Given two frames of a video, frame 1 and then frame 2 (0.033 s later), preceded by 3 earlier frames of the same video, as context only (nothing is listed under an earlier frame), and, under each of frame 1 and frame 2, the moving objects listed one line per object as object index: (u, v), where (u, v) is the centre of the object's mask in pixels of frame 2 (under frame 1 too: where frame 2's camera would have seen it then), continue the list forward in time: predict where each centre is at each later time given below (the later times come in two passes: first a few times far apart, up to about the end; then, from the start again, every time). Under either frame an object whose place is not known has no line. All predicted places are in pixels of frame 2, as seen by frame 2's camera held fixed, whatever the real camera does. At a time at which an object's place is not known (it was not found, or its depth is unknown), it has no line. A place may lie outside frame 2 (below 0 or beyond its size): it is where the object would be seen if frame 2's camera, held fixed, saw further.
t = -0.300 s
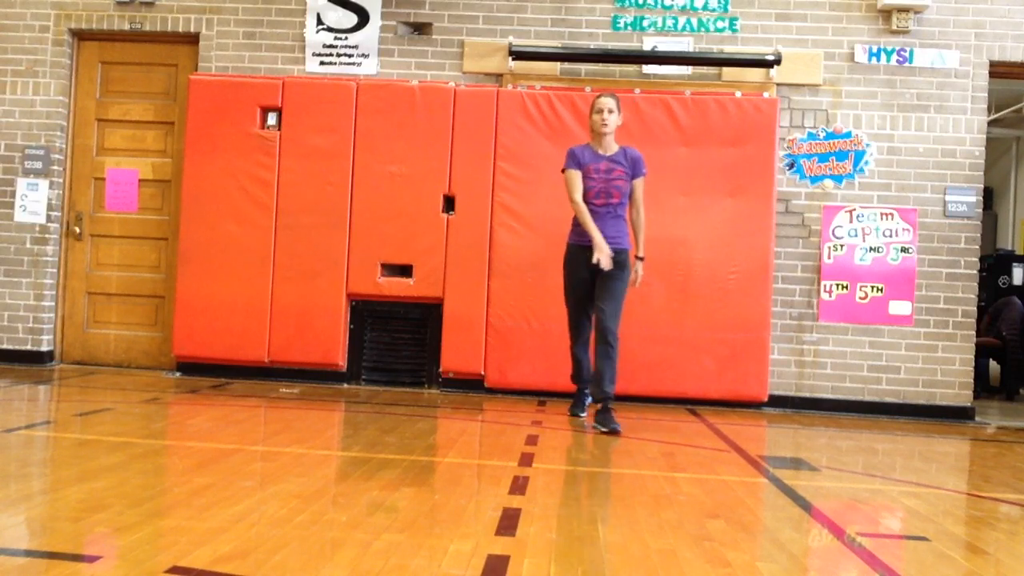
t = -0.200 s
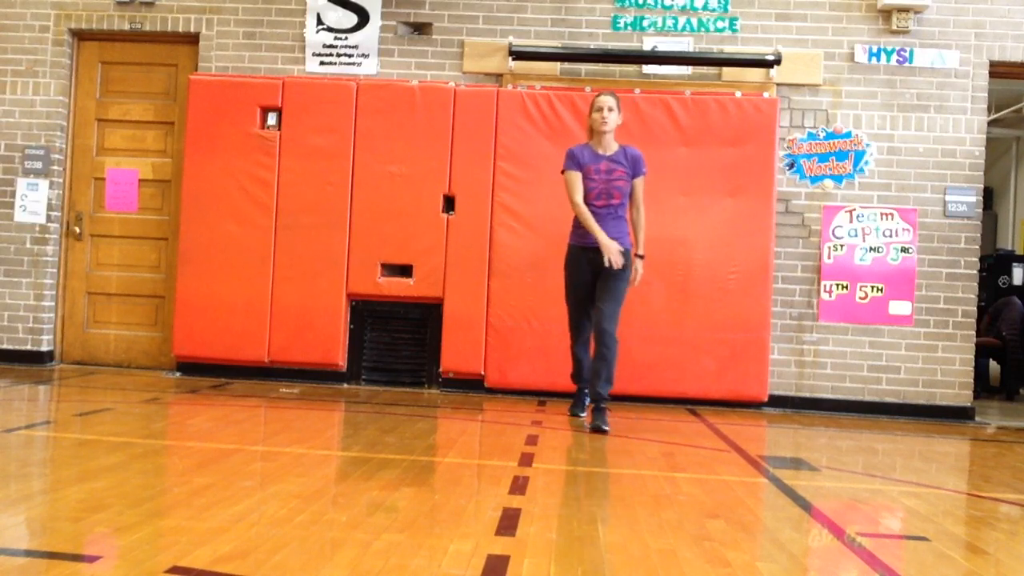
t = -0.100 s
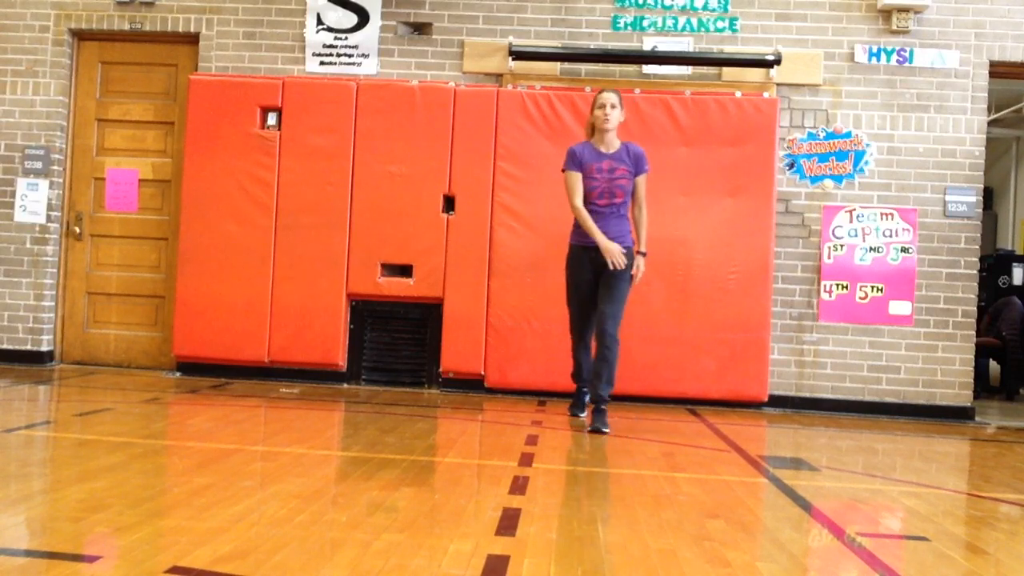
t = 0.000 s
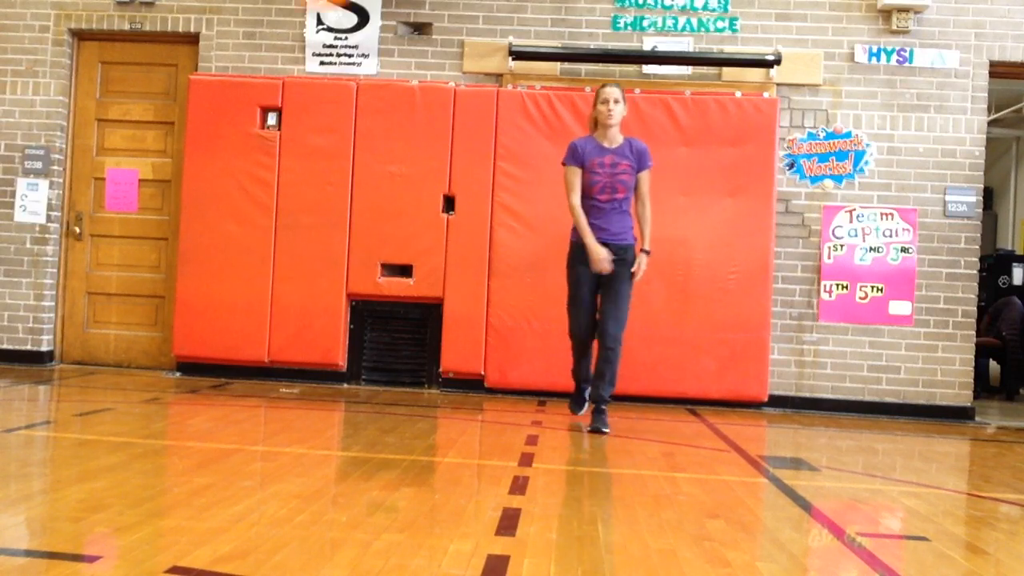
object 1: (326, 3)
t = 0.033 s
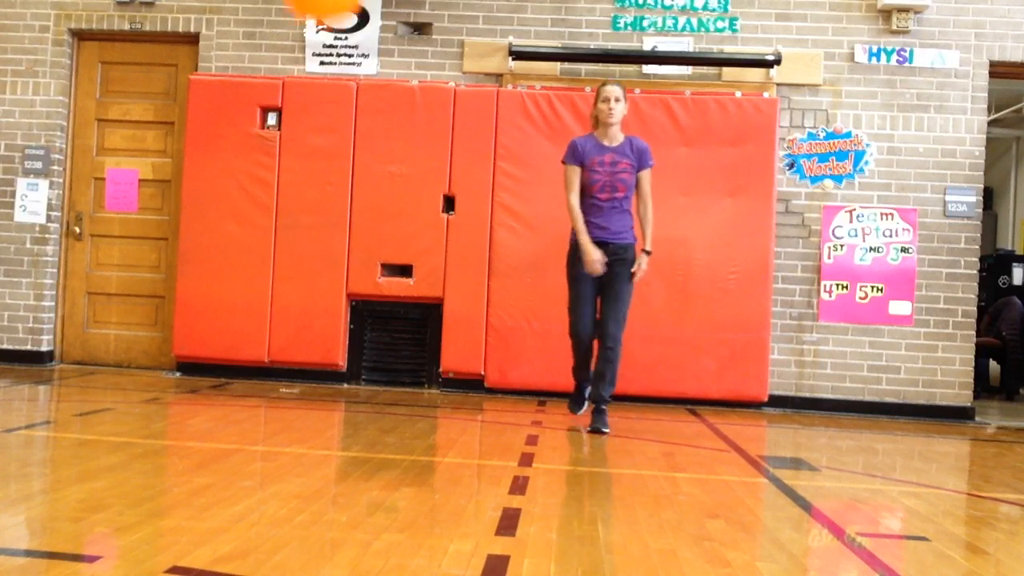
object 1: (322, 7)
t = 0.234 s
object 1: (340, 101)
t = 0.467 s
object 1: (378, 236)
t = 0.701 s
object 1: (413, 385)
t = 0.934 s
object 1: (441, 475)
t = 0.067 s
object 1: (325, 17)
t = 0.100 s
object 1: (325, 27)
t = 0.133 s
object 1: (327, 40)
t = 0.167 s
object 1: (331, 61)
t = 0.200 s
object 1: (335, 79)
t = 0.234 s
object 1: (340, 101)
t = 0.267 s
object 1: (344, 119)
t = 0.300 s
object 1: (349, 138)
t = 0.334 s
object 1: (355, 158)
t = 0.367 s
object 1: (361, 178)
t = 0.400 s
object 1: (366, 197)
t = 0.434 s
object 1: (372, 217)
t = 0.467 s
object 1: (378, 236)
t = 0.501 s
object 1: (383, 258)
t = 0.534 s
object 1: (389, 279)
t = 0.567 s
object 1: (393, 300)
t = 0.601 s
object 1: (399, 321)
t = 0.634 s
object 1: (404, 342)
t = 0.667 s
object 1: (409, 363)
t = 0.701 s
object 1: (413, 385)
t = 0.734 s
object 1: (418, 407)
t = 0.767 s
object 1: (422, 430)
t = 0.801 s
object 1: (426, 453)
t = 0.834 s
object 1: (430, 474)
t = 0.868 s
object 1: (433, 498)
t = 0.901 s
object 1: (437, 495)
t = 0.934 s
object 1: (441, 475)
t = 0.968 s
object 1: (444, 460)
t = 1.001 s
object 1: (447, 446)
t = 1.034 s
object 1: (448, 434)
